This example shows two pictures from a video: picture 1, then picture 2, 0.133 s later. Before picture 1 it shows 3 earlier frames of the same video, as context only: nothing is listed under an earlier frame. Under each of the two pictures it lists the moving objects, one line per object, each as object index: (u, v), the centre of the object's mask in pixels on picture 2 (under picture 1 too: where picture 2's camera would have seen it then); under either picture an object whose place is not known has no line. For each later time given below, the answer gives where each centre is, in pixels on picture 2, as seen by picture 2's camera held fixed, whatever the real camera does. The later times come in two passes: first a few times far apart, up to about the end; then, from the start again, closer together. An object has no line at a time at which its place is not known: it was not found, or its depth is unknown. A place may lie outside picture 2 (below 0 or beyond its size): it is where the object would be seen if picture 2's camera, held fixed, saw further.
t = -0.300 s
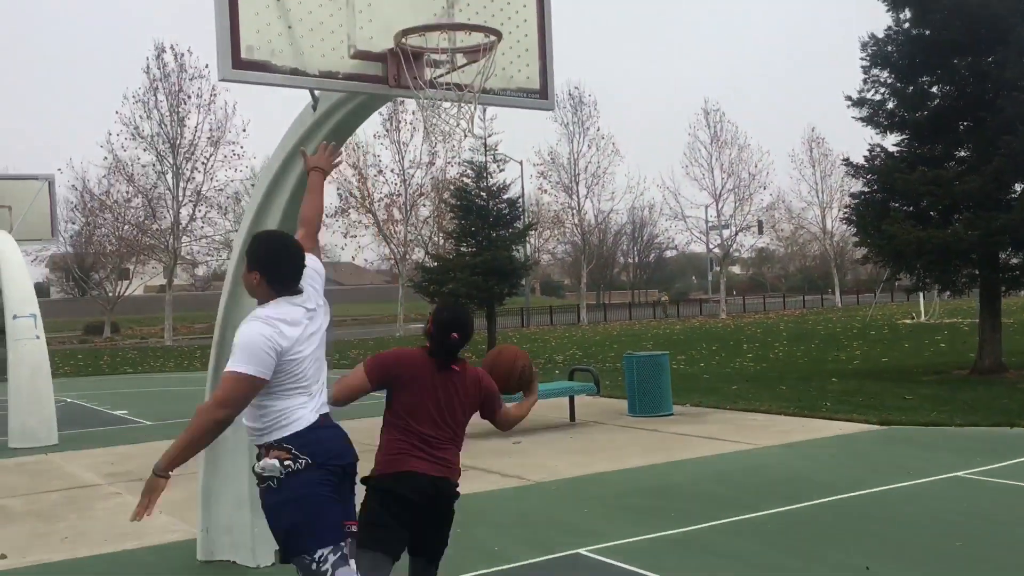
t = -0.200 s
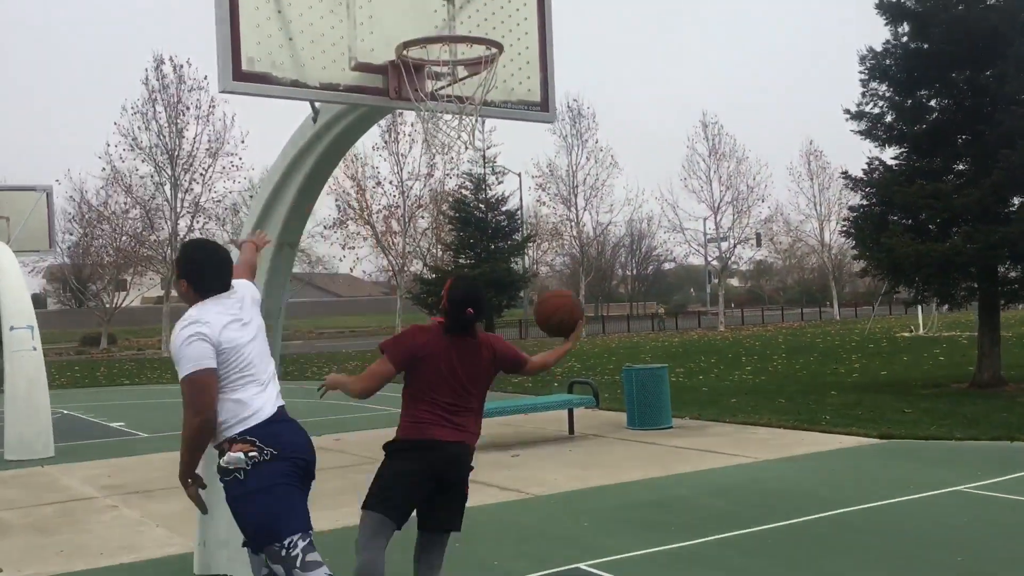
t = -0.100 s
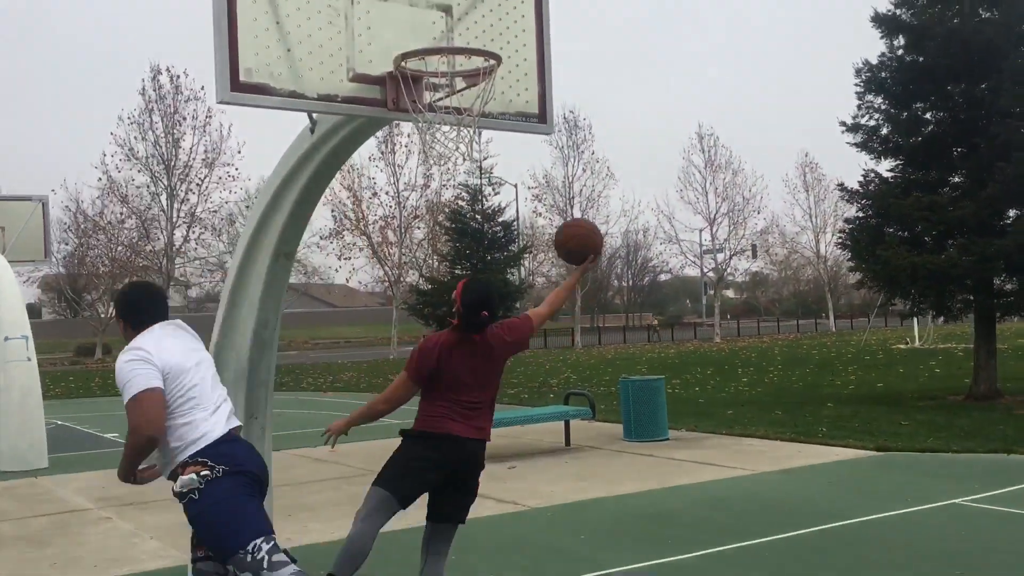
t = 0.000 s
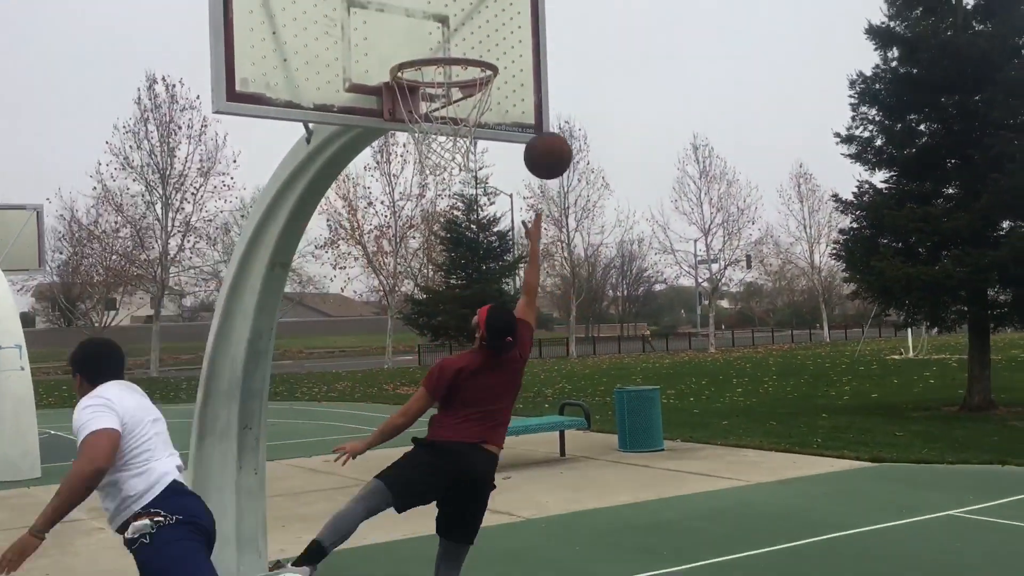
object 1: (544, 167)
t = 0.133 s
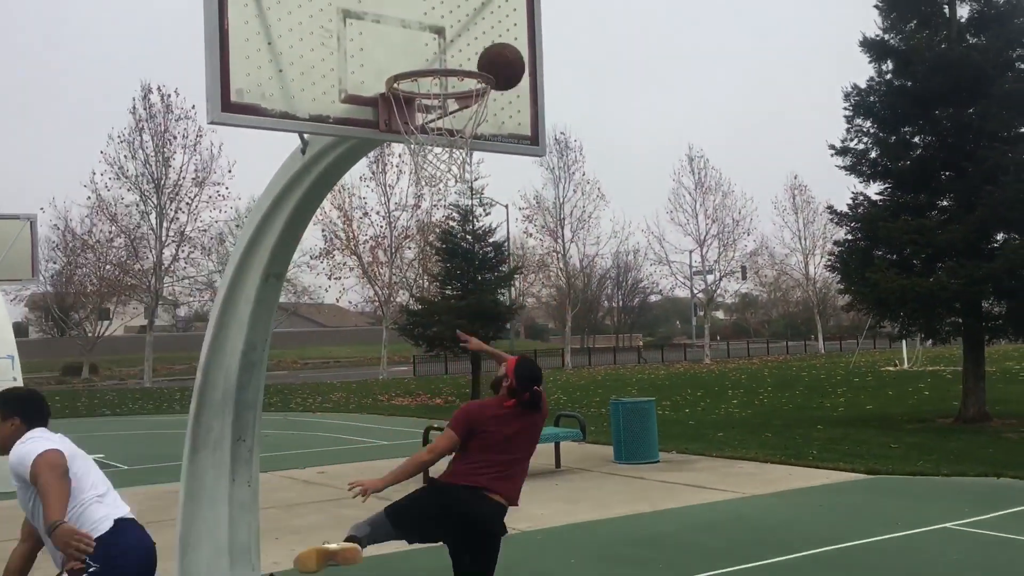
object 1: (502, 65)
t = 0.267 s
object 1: (471, 11)
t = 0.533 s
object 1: (467, 30)
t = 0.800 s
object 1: (421, 95)
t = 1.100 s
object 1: (466, 206)
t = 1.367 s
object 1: (502, 407)
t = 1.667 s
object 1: (534, 620)
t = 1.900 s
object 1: (531, 469)
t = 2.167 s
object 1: (532, 423)
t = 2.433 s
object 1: (542, 534)
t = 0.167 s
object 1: (491, 47)
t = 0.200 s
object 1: (481, 30)
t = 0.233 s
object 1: (472, 17)
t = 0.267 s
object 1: (471, 11)
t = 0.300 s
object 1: (470, 8)
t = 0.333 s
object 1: (470, 6)
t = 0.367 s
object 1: (469, 5)
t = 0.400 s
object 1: (469, 6)
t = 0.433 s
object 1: (468, 8)
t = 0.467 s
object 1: (468, 11)
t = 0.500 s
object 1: (467, 19)
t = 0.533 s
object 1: (467, 30)
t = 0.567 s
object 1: (467, 43)
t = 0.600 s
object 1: (468, 53)
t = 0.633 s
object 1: (465, 69)
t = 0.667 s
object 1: (455, 68)
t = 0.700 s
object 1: (446, 69)
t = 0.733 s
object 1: (436, 77)
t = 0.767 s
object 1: (426, 85)
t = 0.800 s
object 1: (421, 95)
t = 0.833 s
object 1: (424, 101)
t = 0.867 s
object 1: (430, 111)
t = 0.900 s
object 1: (436, 124)
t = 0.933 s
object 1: (442, 141)
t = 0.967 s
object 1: (449, 158)
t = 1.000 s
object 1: (454, 169)
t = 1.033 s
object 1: (457, 179)
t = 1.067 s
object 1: (462, 191)
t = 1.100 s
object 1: (466, 206)
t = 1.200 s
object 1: (478, 264)
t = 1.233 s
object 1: (483, 289)
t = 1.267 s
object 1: (487, 315)
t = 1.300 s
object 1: (492, 343)
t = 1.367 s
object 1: (502, 407)
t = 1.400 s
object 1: (507, 442)
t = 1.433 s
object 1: (511, 479)
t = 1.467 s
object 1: (517, 520)
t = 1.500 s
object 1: (521, 562)
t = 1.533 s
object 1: (527, 602)
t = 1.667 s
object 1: (534, 620)
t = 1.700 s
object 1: (533, 597)
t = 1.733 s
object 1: (533, 570)
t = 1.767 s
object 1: (532, 546)
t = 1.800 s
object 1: (532, 523)
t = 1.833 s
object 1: (532, 503)
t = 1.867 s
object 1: (531, 485)
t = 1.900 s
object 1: (531, 469)
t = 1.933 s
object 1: (531, 454)
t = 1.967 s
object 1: (531, 444)
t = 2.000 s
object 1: (531, 435)
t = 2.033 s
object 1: (531, 428)
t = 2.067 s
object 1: (532, 423)
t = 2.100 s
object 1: (532, 421)
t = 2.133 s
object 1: (532, 421)
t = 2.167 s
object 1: (532, 423)
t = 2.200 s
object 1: (533, 429)
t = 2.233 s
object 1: (534, 436)
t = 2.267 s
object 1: (534, 445)
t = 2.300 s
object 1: (535, 458)
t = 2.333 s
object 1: (536, 473)
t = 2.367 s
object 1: (538, 491)
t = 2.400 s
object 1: (540, 511)
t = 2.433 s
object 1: (542, 534)
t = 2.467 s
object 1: (543, 559)
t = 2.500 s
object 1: (544, 587)
